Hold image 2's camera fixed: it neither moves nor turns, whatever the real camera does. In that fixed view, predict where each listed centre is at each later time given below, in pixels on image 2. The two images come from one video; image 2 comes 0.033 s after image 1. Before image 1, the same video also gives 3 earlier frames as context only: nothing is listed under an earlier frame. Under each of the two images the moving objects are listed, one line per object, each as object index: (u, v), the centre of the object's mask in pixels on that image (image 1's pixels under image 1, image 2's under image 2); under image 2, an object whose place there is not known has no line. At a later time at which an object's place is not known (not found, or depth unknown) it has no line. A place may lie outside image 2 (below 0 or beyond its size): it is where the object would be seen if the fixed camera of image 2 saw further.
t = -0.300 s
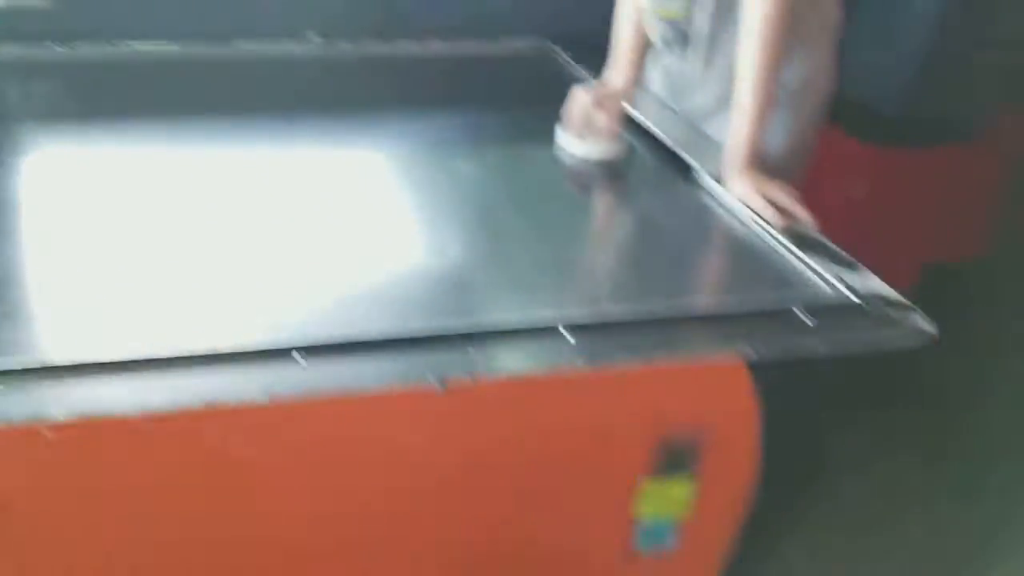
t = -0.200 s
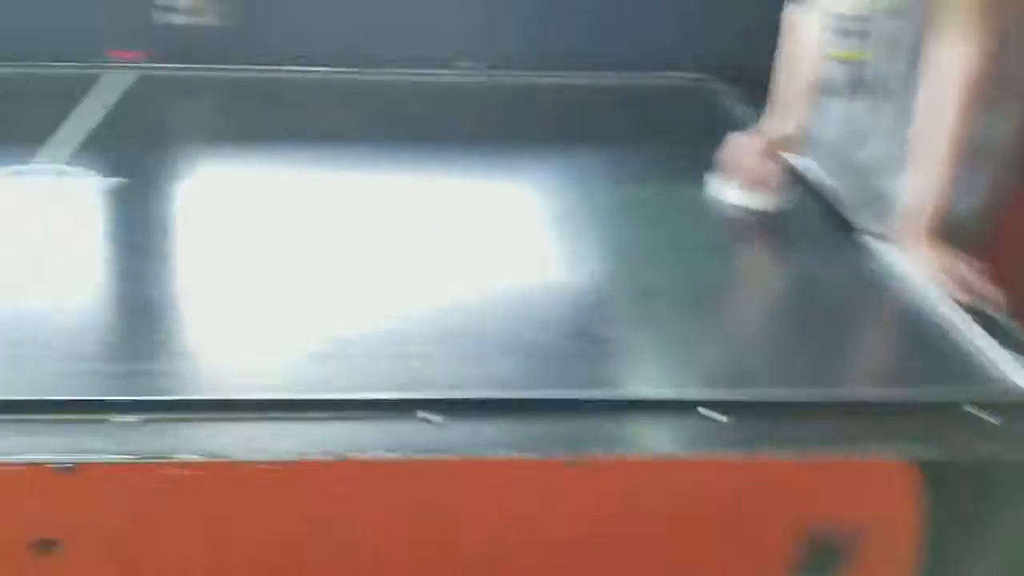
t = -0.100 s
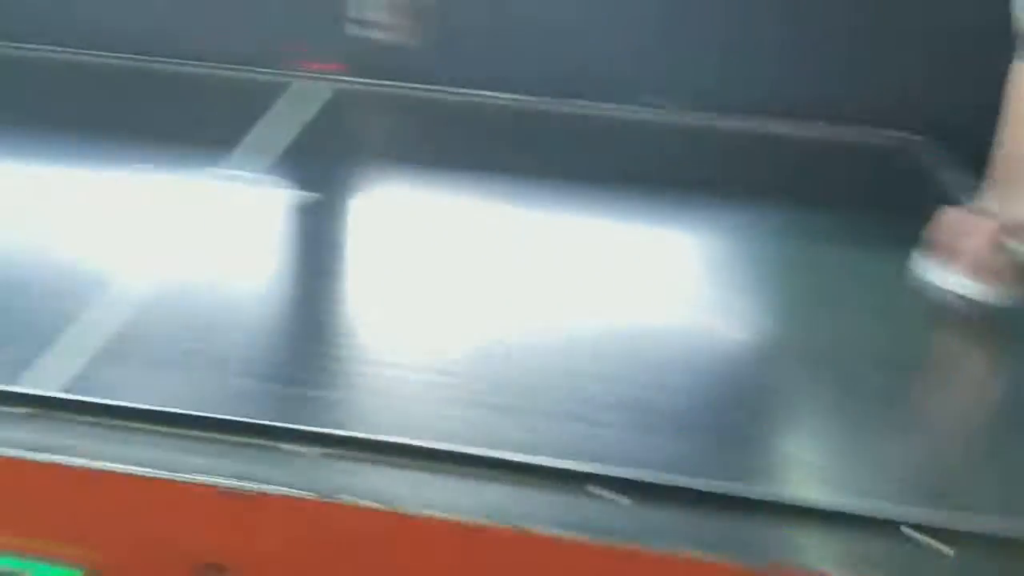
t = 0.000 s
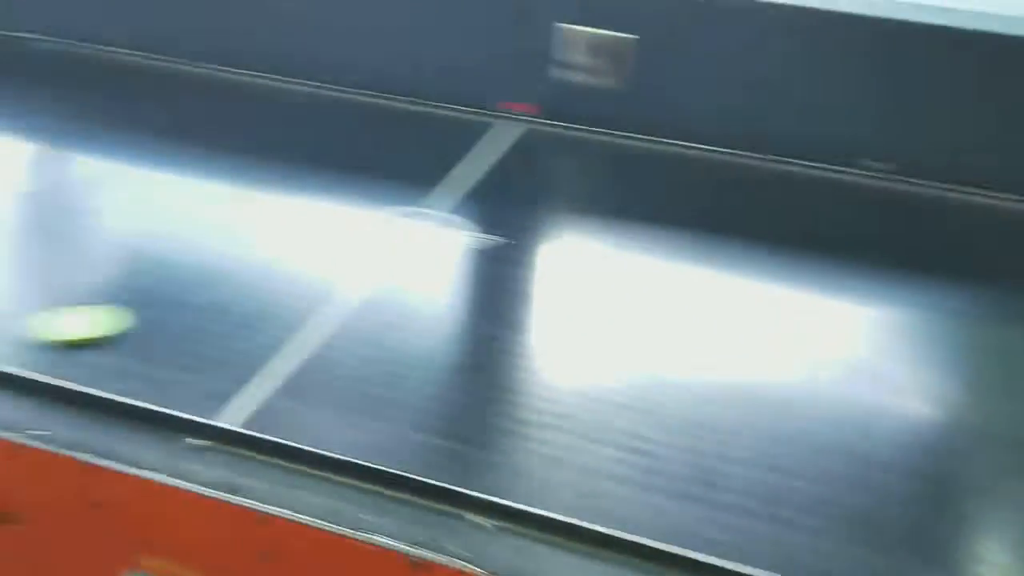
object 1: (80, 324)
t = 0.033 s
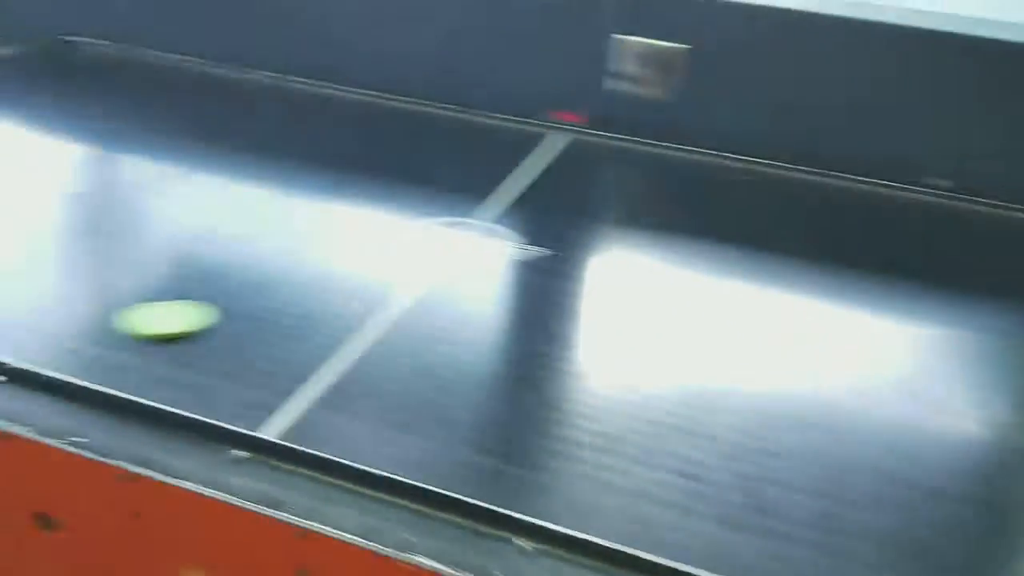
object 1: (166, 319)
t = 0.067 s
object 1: (207, 310)
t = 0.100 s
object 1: (246, 301)
